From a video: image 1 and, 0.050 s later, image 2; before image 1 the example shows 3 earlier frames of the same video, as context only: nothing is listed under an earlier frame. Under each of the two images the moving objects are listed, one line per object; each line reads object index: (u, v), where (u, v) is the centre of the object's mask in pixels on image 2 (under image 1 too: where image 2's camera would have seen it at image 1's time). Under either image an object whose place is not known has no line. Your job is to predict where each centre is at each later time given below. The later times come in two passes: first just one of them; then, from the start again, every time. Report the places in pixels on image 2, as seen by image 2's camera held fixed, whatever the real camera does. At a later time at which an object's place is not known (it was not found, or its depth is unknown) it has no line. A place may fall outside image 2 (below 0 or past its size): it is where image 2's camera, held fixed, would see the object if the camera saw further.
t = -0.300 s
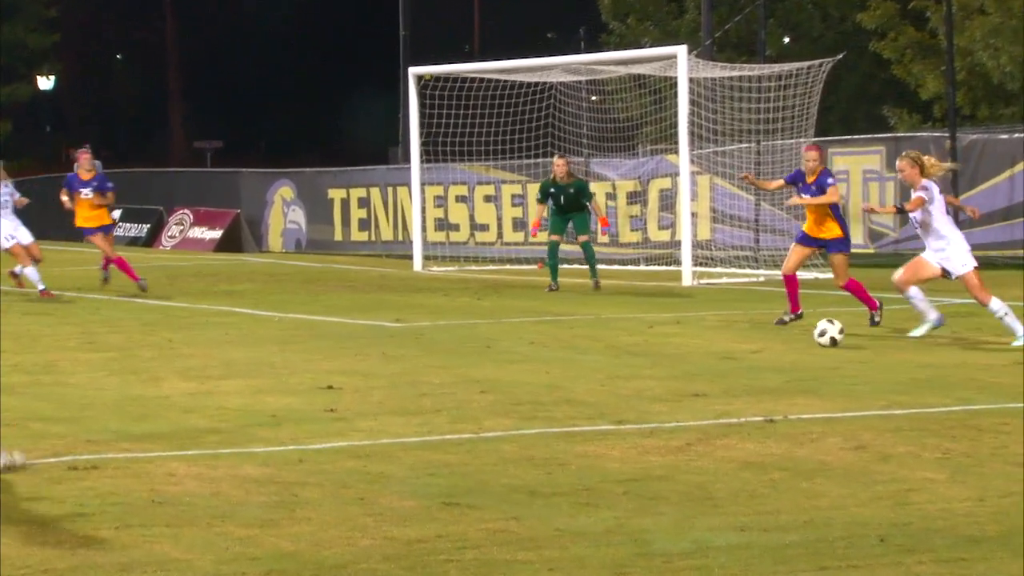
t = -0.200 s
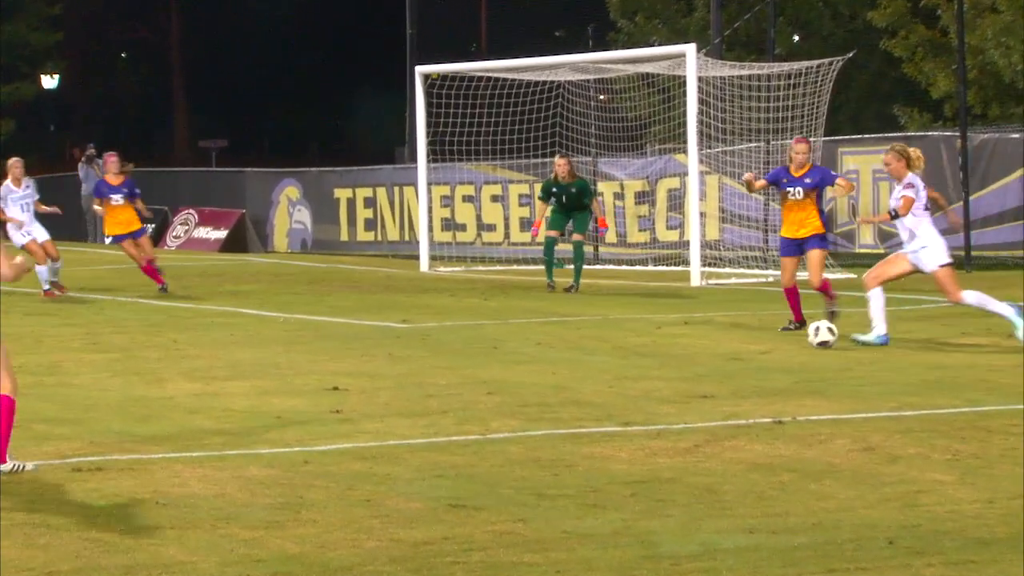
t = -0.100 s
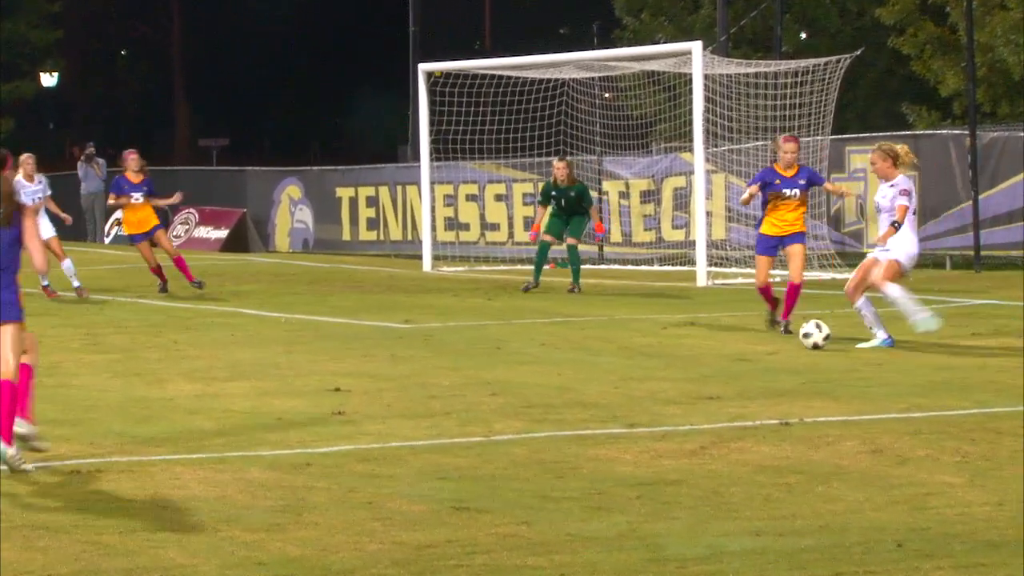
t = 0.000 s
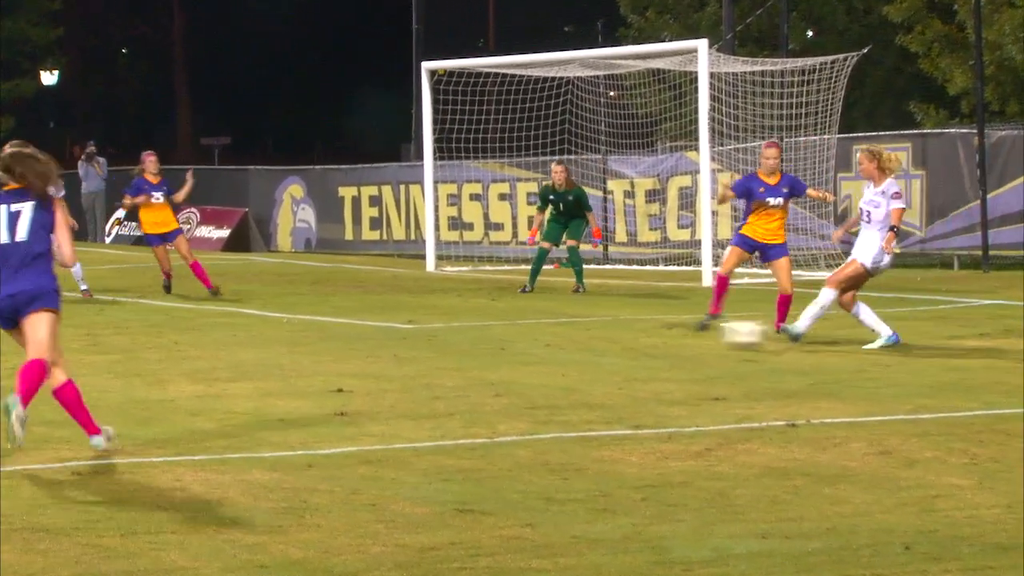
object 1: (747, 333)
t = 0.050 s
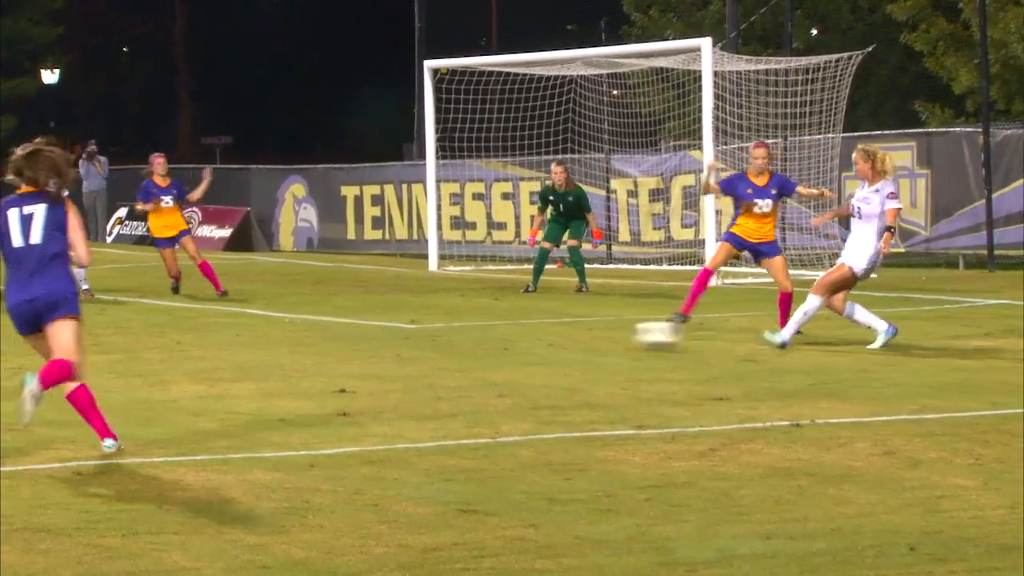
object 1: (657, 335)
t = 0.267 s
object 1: (317, 331)
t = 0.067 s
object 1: (628, 336)
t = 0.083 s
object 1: (600, 336)
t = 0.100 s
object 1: (572, 338)
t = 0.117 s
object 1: (544, 339)
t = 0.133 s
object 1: (517, 338)
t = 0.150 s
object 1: (492, 337)
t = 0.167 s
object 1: (466, 336)
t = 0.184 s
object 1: (442, 334)
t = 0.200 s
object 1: (416, 332)
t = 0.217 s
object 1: (391, 332)
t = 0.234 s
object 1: (367, 332)
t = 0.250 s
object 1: (342, 332)
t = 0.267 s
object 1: (317, 331)
